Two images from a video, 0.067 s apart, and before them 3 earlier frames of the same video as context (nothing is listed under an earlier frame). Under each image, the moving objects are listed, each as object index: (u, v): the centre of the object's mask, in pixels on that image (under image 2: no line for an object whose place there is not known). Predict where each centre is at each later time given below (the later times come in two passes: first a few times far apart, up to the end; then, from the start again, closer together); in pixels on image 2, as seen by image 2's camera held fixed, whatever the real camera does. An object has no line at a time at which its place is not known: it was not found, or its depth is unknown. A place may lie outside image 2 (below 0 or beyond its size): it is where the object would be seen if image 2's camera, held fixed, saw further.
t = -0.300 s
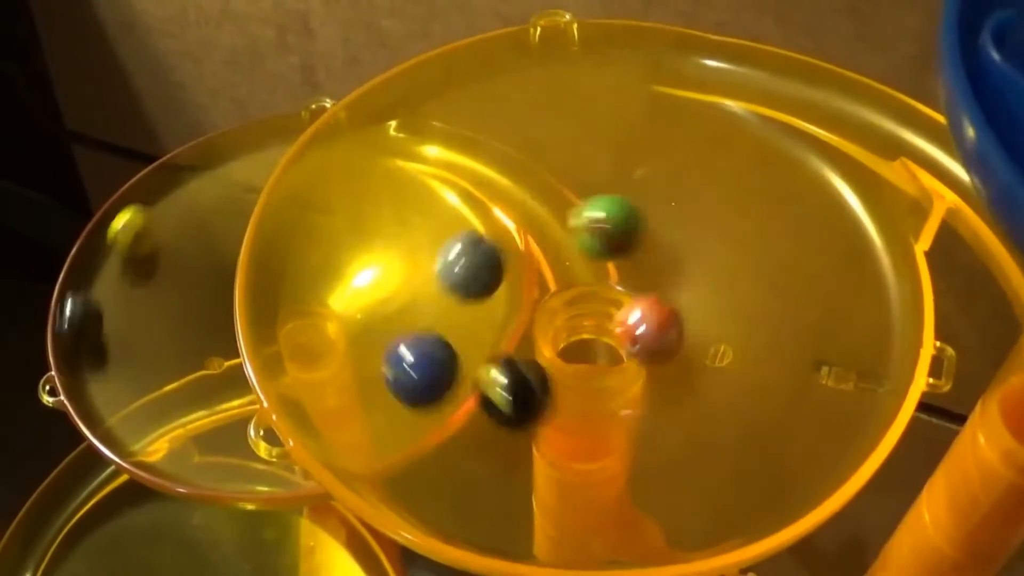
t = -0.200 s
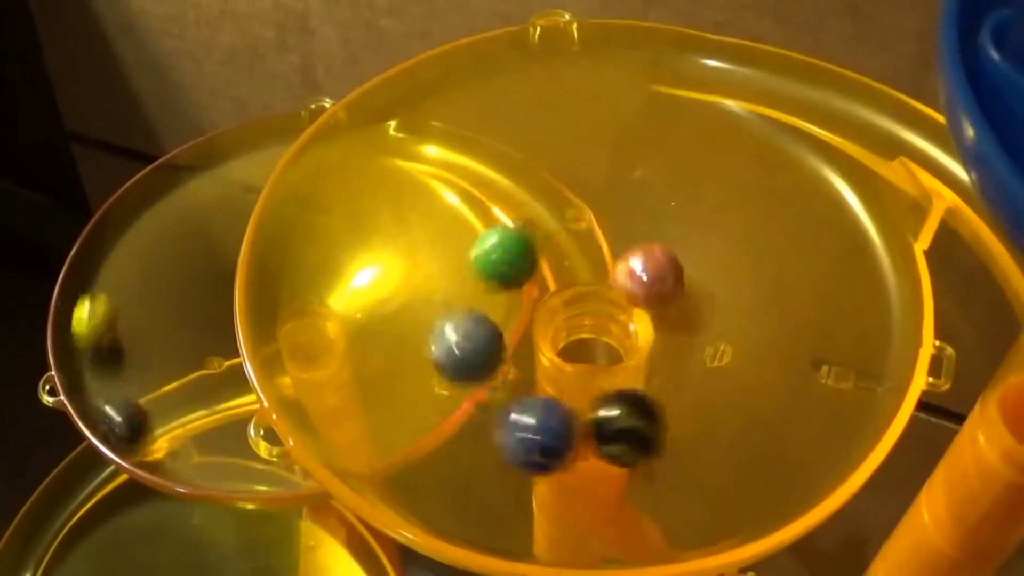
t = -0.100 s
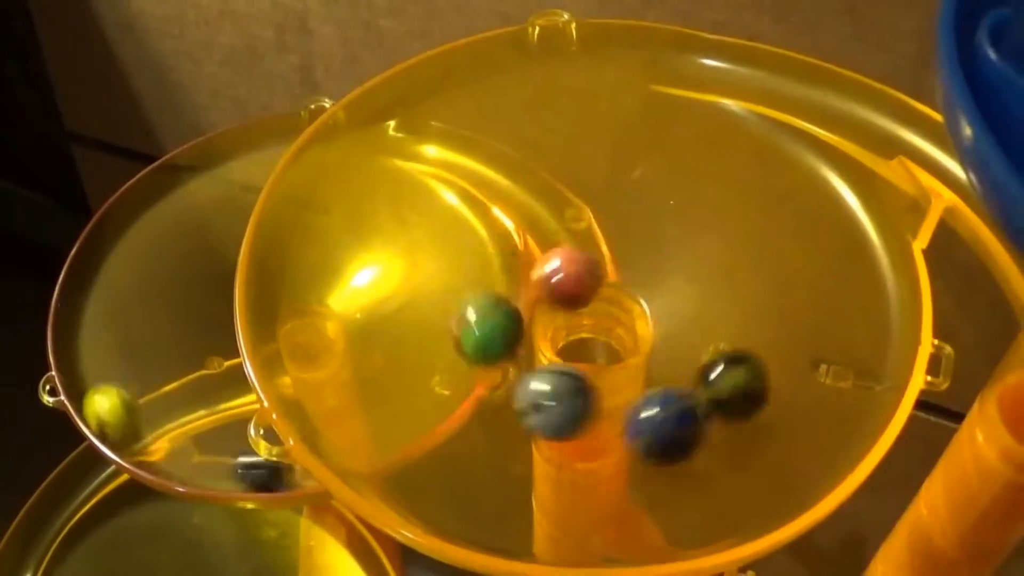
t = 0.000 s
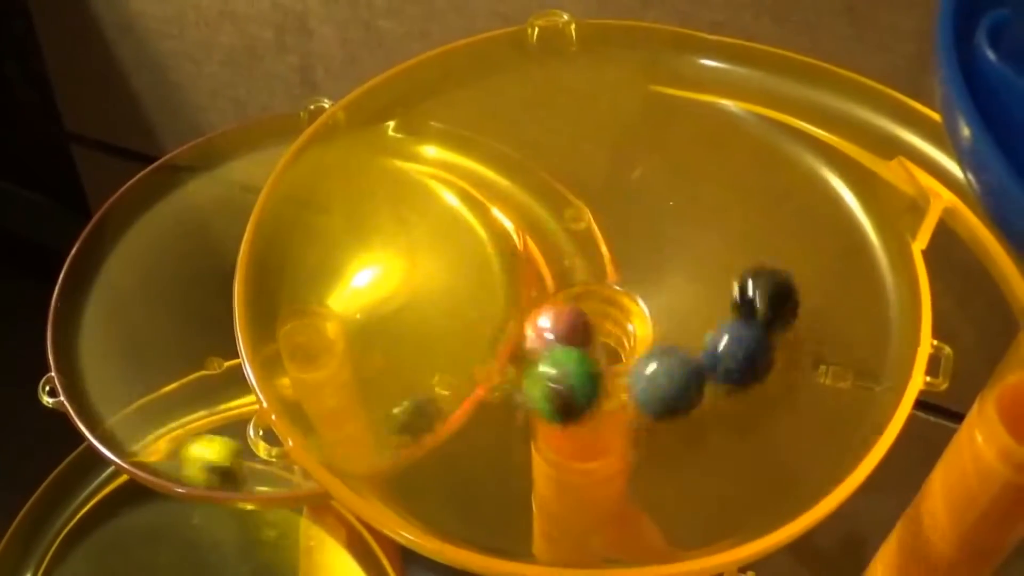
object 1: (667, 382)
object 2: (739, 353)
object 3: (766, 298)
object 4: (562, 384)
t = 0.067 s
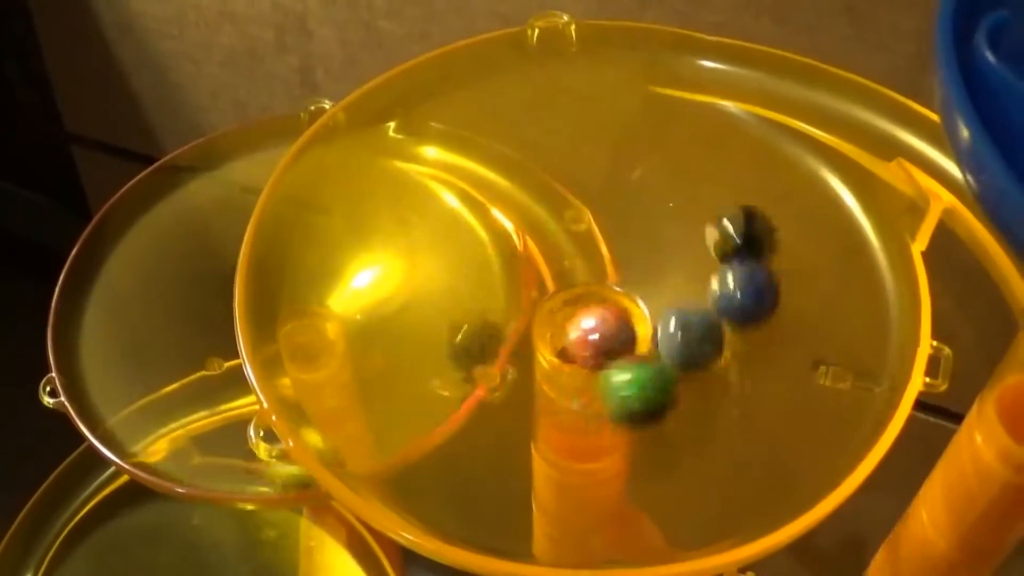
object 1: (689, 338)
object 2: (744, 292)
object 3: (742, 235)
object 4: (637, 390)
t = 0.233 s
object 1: (557, 237)
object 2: (616, 199)
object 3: (584, 150)
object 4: (706, 293)
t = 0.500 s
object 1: (503, 387)
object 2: (563, 350)
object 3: (433, 320)
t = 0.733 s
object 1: (740, 324)
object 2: (688, 275)
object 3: (710, 429)
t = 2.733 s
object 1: (629, 399)
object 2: (583, 350)
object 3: (570, 217)
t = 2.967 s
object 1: (670, 242)
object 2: (560, 251)
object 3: (437, 339)
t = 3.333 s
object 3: (711, 231)
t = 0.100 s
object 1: (682, 309)
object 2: (731, 263)
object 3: (718, 209)
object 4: (670, 382)
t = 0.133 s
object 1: (661, 285)
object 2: (712, 236)
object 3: (688, 186)
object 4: (691, 366)
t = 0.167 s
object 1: (631, 261)
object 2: (686, 218)
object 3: (658, 166)
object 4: (707, 343)
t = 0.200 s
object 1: (594, 244)
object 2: (652, 203)
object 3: (619, 154)
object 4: (714, 317)
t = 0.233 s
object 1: (557, 237)
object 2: (616, 199)
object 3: (584, 150)
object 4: (706, 293)
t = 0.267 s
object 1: (525, 236)
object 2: (577, 202)
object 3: (546, 150)
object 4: (686, 267)
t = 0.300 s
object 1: (495, 247)
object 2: (548, 211)
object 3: (516, 159)
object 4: (662, 250)
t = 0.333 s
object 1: (475, 263)
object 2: (523, 225)
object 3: (484, 171)
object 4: (624, 236)
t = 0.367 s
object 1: (464, 284)
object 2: (509, 245)
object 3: (458, 192)
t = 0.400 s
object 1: (460, 310)
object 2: (504, 270)
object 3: (438, 220)
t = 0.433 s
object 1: (465, 336)
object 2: (509, 300)
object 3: (426, 249)
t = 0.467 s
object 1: (480, 365)
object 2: (532, 327)
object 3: (424, 284)
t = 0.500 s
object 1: (503, 387)
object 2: (563, 350)
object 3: (433, 320)
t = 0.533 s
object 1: (537, 402)
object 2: (605, 360)
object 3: (451, 355)
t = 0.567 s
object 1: (576, 409)
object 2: (647, 358)
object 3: (483, 389)
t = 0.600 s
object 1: (616, 407)
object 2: (680, 346)
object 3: (522, 412)
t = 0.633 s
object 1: (652, 393)
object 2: (700, 329)
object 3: (572, 431)
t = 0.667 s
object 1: (683, 373)
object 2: (708, 308)
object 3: (622, 440)
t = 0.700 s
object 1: (718, 351)
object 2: (702, 289)
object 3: (667, 437)
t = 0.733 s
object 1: (740, 324)
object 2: (688, 275)
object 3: (710, 429)
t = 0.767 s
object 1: (751, 294)
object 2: (668, 251)
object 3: (748, 413)
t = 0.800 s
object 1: (752, 268)
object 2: (641, 234)
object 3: (773, 390)
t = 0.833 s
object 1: (739, 241)
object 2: (607, 227)
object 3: (792, 367)
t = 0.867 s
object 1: (722, 220)
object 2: (574, 227)
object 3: (802, 341)
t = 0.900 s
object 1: (696, 205)
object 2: (544, 237)
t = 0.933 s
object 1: (666, 196)
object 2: (519, 257)
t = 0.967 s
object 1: (628, 194)
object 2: (504, 280)
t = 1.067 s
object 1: (520, 237)
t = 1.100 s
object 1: (493, 265)
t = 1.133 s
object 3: (581, 200)
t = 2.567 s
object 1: (484, 352)
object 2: (523, 272)
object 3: (748, 296)
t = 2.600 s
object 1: (499, 373)
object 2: (515, 293)
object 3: (725, 271)
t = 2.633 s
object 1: (524, 389)
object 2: (518, 317)
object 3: (699, 252)
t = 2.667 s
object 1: (554, 397)
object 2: (532, 337)
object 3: (660, 231)
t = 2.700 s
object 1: (589, 400)
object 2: (555, 348)
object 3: (616, 218)
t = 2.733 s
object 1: (629, 399)
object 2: (583, 350)
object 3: (570, 217)
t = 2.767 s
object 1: (664, 387)
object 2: (611, 340)
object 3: (530, 221)
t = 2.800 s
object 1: (692, 370)
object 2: (633, 318)
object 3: (491, 230)
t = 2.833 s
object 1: (710, 346)
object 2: (632, 289)
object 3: (459, 246)
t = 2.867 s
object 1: (717, 319)
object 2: (617, 266)
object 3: (439, 266)
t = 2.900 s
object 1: (714, 292)
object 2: (596, 251)
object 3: (428, 290)
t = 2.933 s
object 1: (697, 266)
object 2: (576, 246)
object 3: (427, 313)
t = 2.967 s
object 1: (670, 242)
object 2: (560, 251)
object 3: (437, 339)
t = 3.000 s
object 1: (635, 226)
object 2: (548, 267)
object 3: (459, 362)
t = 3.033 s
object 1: (597, 218)
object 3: (491, 381)
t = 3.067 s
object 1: (558, 220)
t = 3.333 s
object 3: (711, 231)
